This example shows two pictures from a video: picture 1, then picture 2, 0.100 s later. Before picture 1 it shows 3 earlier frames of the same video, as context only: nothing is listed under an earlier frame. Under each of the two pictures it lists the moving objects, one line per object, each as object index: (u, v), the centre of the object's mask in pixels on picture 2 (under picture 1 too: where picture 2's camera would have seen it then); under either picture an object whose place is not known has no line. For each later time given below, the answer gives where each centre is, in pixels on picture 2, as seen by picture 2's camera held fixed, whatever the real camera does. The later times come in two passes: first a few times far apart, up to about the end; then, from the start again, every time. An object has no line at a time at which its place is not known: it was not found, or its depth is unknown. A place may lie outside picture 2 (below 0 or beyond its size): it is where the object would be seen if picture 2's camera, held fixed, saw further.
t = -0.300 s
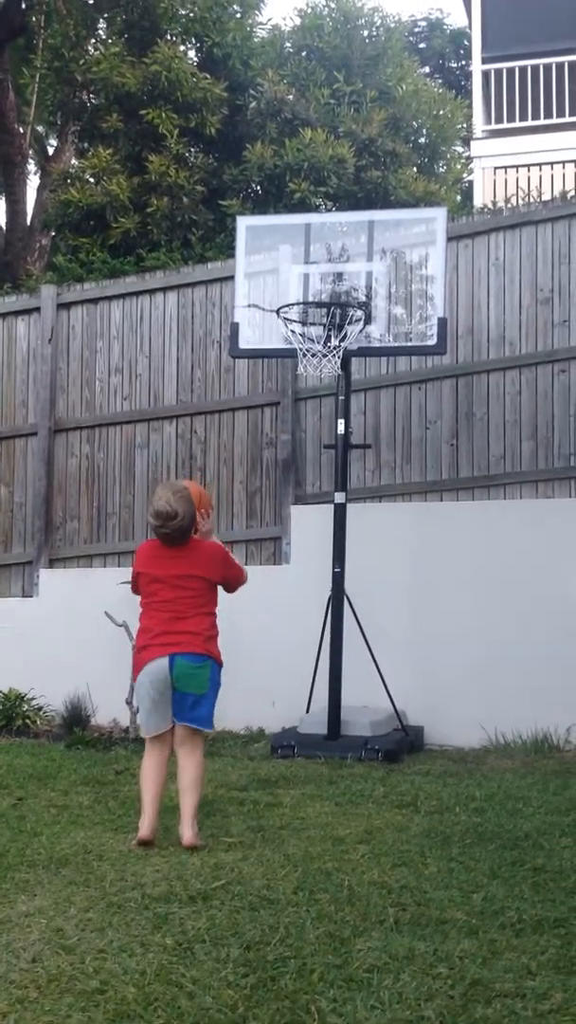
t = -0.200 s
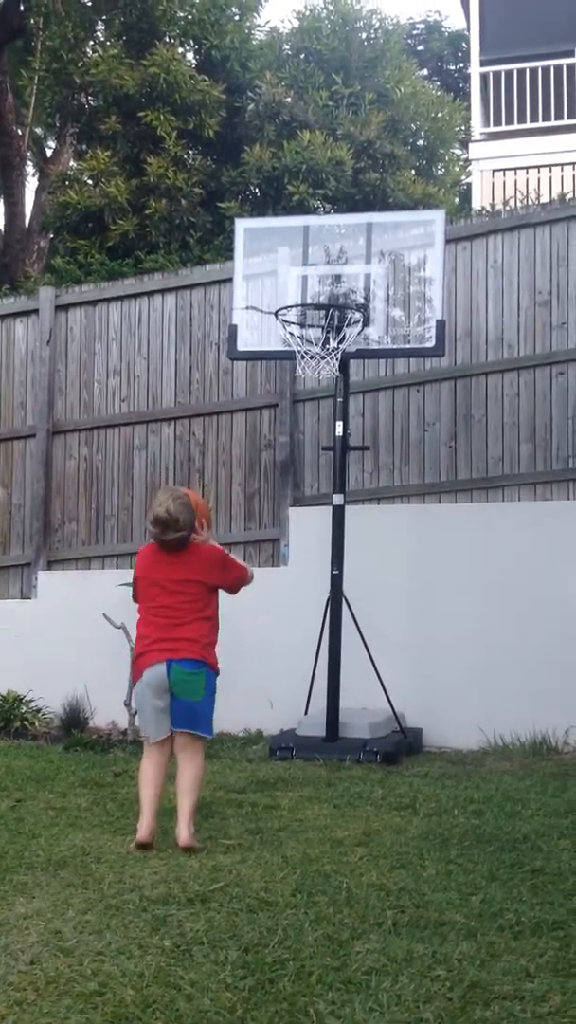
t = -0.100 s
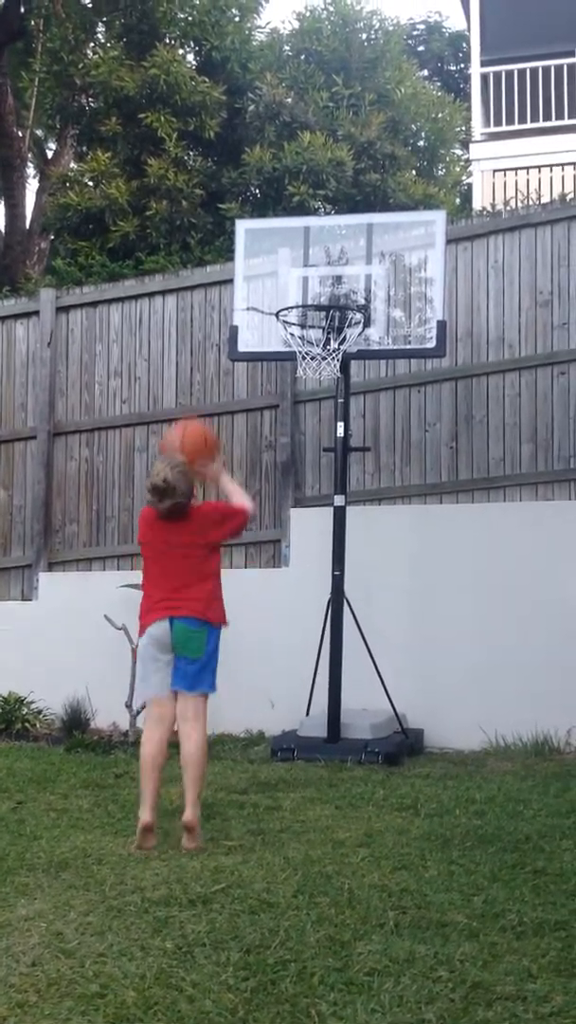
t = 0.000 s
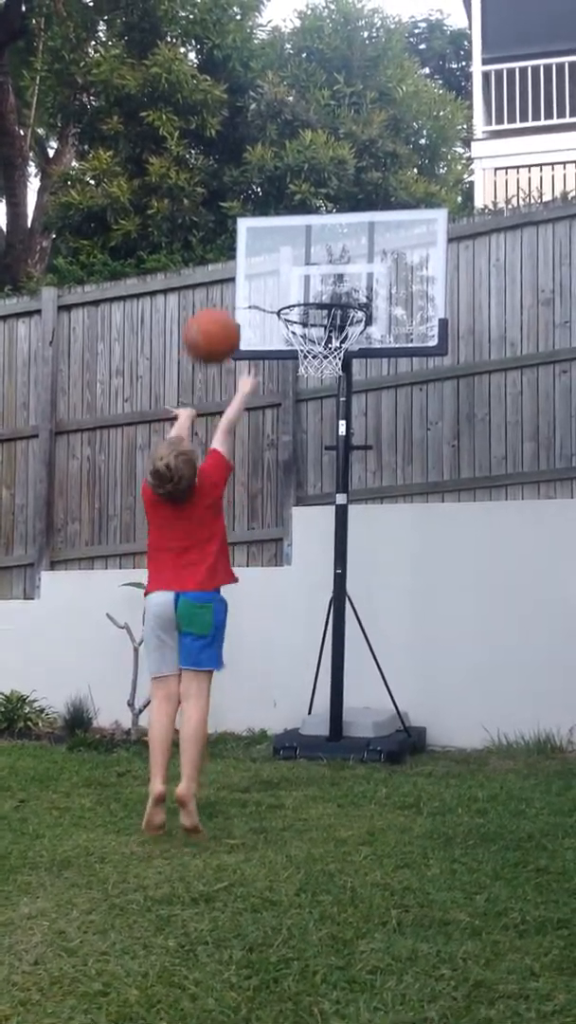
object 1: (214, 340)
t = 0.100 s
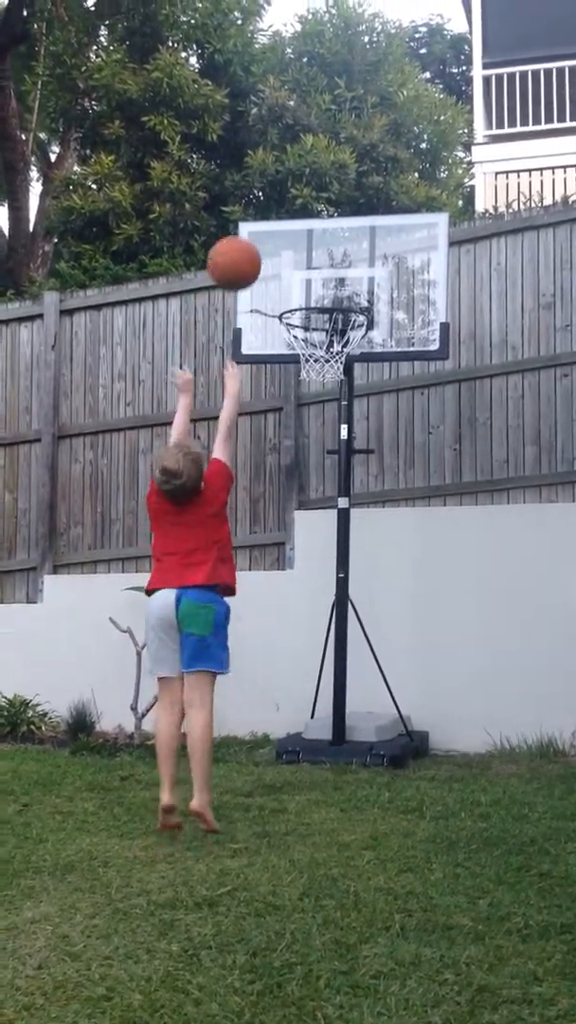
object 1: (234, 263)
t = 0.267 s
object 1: (265, 202)
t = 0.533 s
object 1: (304, 234)
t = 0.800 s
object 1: (331, 291)
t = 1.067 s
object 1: (345, 295)
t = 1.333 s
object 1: (363, 468)
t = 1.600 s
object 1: (395, 772)
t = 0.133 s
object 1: (240, 244)
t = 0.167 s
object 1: (247, 229)
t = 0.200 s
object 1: (253, 217)
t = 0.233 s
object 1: (259, 209)
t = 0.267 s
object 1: (265, 202)
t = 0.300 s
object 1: (270, 198)
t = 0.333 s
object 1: (275, 197)
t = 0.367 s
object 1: (281, 198)
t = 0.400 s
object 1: (286, 202)
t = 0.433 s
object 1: (291, 207)
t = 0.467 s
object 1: (295, 214)
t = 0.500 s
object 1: (300, 223)
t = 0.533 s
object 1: (304, 234)
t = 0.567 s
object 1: (309, 248)
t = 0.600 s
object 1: (313, 262)
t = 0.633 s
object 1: (317, 278)
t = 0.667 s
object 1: (321, 293)
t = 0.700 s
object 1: (326, 312)
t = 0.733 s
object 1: (327, 307)
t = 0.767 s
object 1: (329, 298)
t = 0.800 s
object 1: (331, 291)
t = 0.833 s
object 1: (332, 286)
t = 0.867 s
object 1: (333, 281)
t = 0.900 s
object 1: (334, 279)
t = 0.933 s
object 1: (337, 278)
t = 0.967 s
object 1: (339, 280)
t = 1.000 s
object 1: (341, 283)
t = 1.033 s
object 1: (343, 287)
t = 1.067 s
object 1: (345, 295)
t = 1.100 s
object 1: (347, 308)
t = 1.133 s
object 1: (350, 321)
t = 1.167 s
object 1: (352, 337)
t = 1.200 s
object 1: (354, 357)
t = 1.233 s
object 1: (358, 379)
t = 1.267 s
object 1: (360, 405)
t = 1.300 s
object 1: (361, 435)
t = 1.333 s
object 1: (363, 468)
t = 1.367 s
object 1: (368, 504)
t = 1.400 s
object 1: (371, 545)
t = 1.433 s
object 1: (373, 589)
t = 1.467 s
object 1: (378, 639)
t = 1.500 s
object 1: (381, 692)
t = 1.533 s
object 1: (385, 756)
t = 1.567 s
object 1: (390, 814)
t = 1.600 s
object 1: (395, 772)
